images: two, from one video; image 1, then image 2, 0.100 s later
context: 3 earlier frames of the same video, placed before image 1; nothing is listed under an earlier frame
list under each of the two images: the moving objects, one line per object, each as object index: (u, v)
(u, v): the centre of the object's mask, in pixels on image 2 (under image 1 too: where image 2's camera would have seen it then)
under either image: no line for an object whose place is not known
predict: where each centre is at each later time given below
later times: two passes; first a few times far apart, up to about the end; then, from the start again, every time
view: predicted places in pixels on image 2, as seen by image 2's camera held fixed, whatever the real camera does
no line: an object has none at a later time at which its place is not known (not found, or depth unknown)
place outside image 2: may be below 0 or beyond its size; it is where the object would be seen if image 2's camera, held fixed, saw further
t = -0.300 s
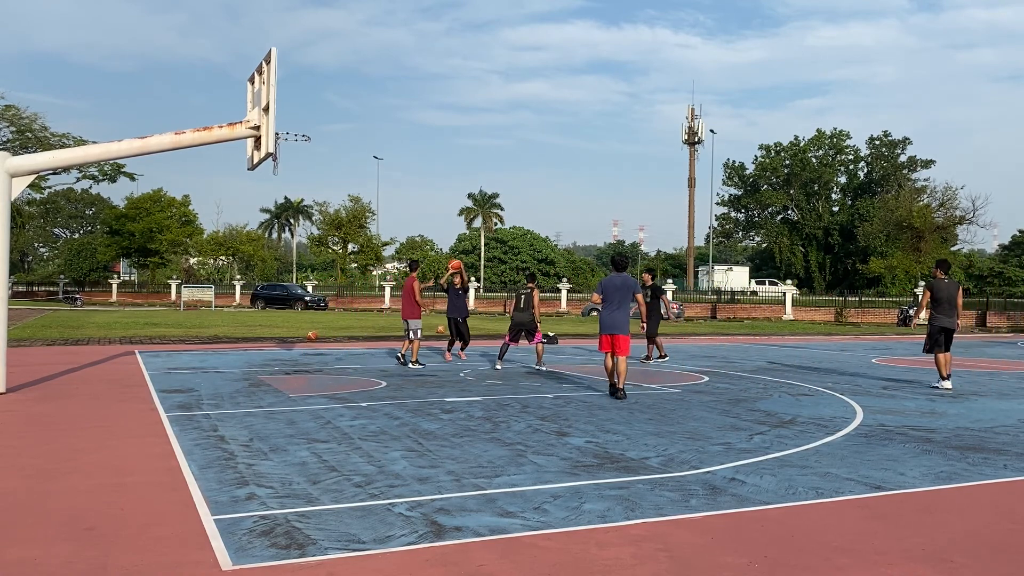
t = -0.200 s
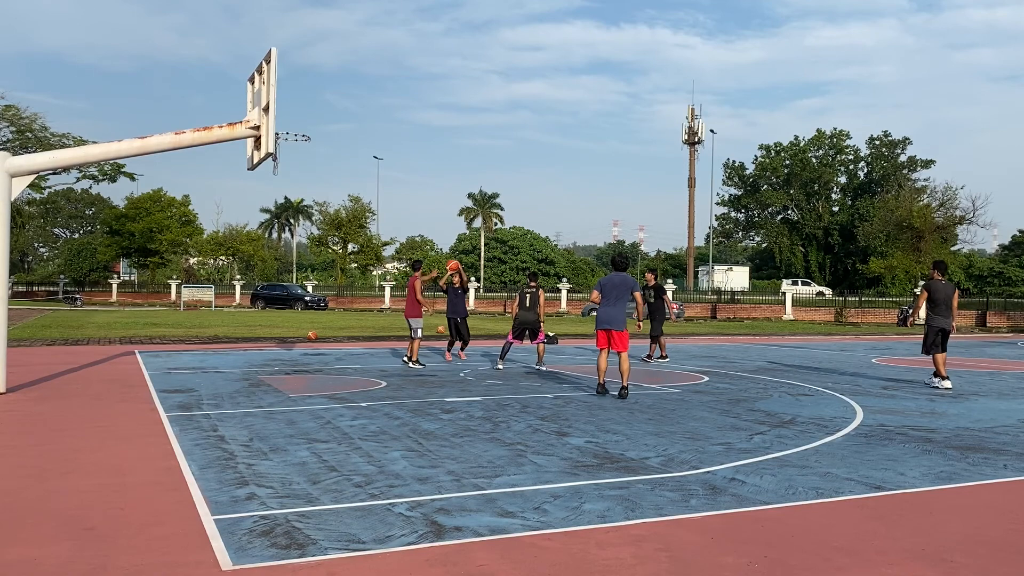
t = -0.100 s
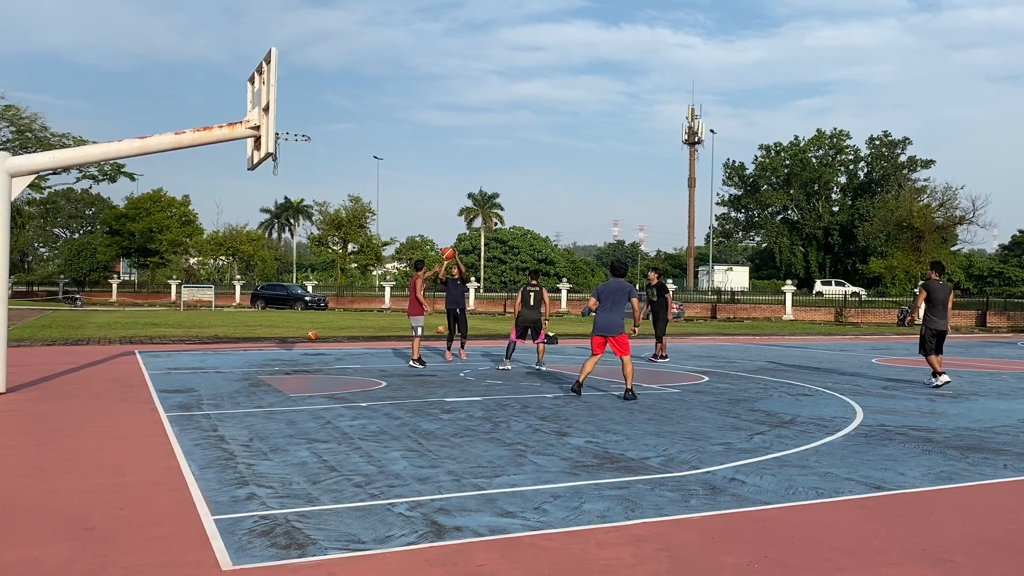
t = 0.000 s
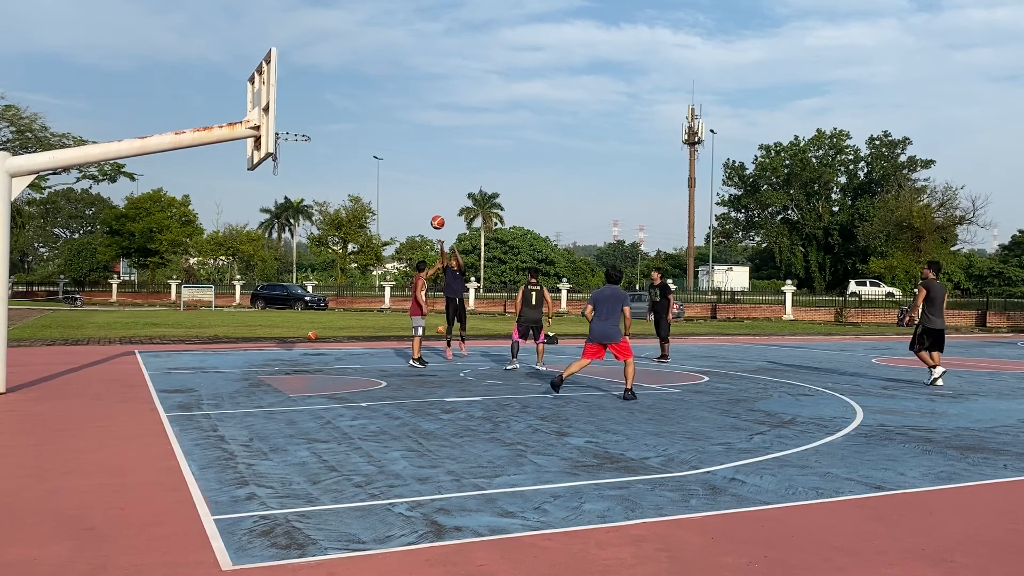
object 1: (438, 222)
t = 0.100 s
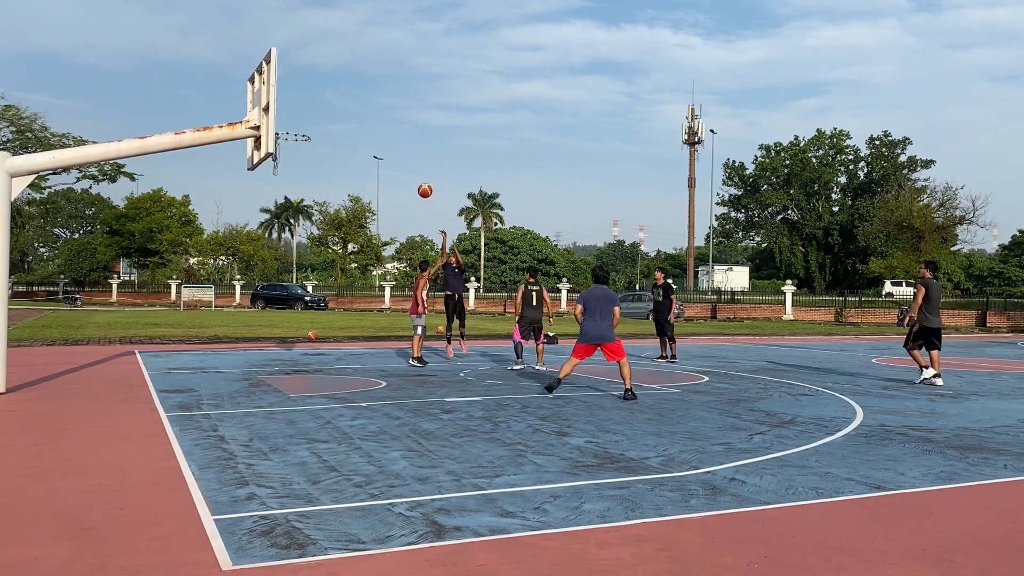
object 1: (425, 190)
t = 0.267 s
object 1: (402, 147)
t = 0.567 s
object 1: (356, 107)
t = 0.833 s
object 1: (307, 121)
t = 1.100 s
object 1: (292, 119)
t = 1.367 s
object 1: (331, 149)
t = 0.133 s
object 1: (420, 181)
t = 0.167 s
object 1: (416, 171)
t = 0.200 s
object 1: (412, 163)
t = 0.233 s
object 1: (407, 155)
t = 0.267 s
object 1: (402, 147)
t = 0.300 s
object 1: (398, 140)
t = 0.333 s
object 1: (393, 133)
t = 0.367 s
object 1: (388, 128)
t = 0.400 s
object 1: (383, 123)
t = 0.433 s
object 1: (378, 118)
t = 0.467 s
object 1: (373, 114)
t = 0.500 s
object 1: (367, 111)
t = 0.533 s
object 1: (362, 108)
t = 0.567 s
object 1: (356, 107)
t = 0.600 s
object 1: (351, 106)
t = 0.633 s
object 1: (345, 105)
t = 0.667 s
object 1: (339, 106)
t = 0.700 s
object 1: (333, 107)
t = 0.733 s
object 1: (327, 109)
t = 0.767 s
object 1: (320, 113)
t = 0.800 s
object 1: (314, 117)
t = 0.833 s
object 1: (307, 121)
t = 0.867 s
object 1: (300, 127)
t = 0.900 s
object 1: (292, 126)
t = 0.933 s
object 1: (285, 124)
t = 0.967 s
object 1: (280, 123)
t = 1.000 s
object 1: (280, 121)
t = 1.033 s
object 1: (283, 119)
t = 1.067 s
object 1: (287, 118)
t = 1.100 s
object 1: (292, 119)
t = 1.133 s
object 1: (297, 120)
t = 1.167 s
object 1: (302, 121)
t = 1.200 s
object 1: (307, 124)
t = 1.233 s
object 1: (312, 128)
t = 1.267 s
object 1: (317, 132)
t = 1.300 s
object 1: (322, 137)
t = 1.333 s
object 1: (327, 143)
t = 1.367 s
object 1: (331, 149)
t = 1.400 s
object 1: (336, 157)
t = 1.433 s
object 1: (341, 165)
